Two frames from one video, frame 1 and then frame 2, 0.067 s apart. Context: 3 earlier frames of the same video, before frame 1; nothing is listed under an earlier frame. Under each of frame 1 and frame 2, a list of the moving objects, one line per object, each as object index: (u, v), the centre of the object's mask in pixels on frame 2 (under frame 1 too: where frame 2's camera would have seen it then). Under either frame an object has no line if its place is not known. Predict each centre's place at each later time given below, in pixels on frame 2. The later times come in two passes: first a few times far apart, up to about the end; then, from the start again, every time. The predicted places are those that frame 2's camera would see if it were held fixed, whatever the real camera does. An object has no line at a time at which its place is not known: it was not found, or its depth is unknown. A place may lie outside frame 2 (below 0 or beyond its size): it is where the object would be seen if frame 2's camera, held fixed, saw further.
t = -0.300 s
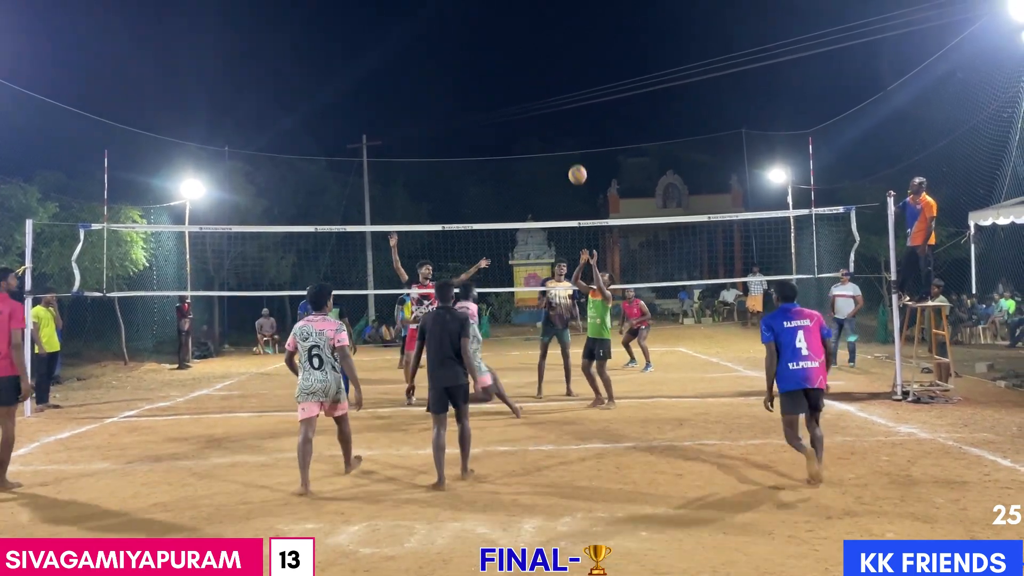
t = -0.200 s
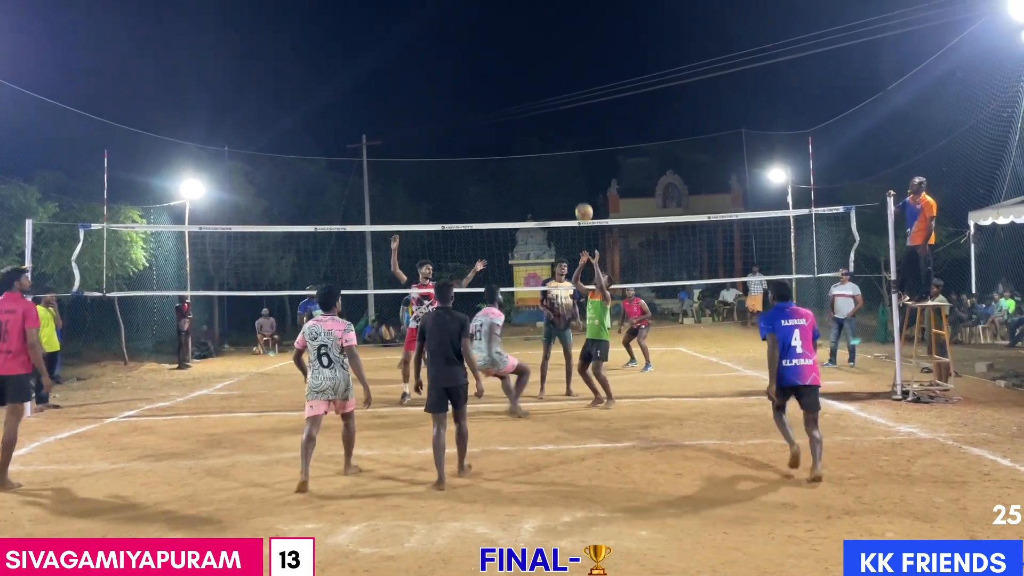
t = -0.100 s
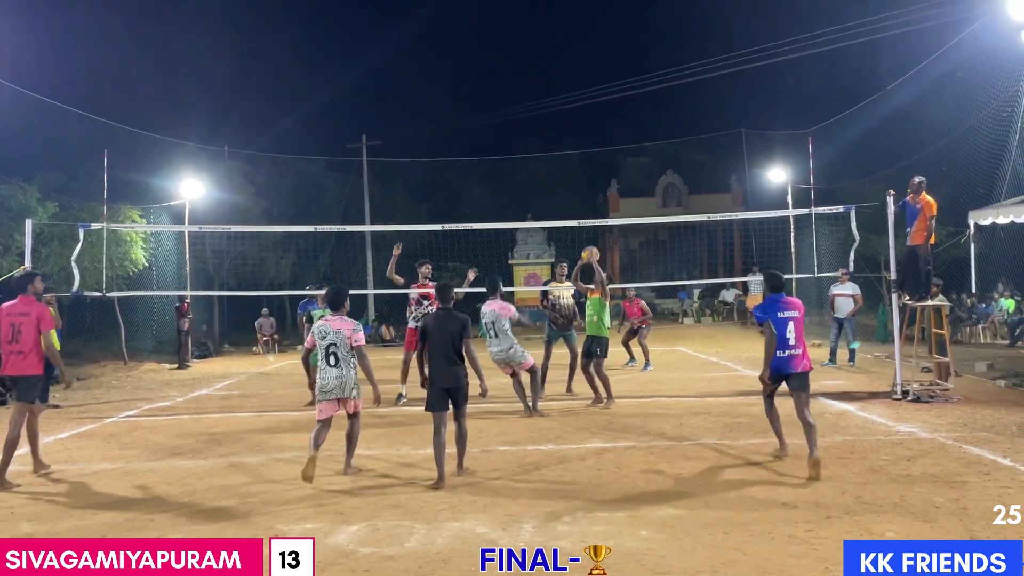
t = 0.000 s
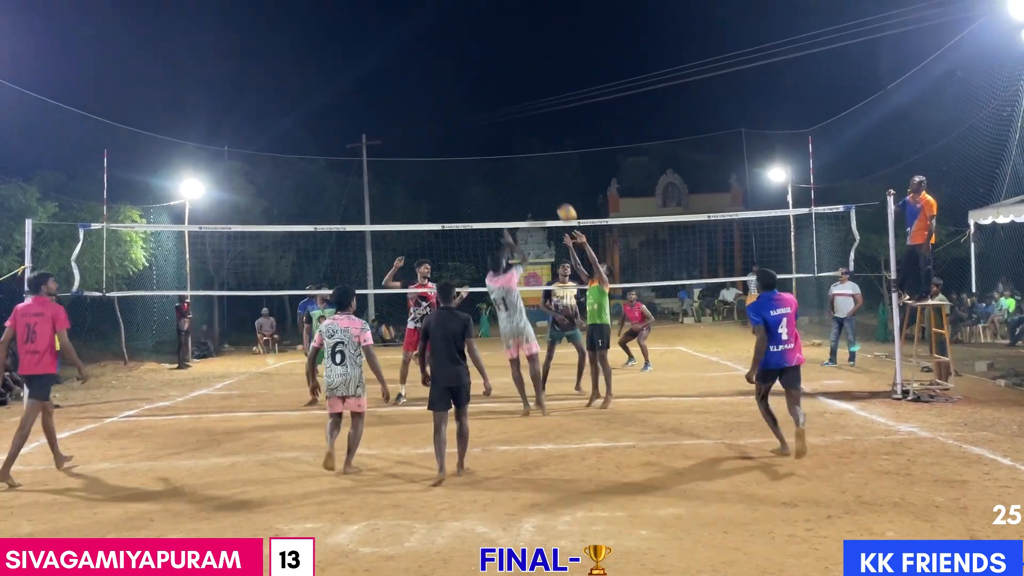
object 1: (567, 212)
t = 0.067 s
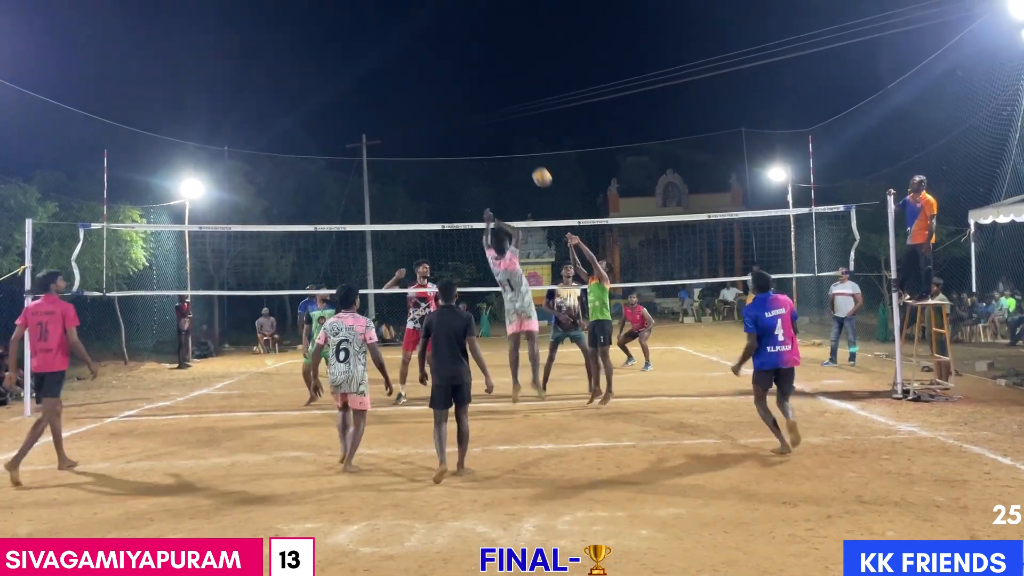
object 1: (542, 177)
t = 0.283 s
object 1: (461, 86)
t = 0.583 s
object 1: (353, 21)
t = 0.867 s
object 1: (256, 27)
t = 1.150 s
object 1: (166, 99)
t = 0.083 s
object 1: (536, 169)
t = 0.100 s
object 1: (529, 161)
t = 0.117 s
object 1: (523, 153)
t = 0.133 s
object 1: (517, 145)
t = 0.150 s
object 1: (511, 138)
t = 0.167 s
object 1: (505, 130)
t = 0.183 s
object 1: (498, 123)
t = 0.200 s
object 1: (492, 116)
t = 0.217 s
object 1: (486, 110)
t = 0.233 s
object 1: (479, 104)
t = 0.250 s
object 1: (473, 97)
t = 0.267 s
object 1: (467, 91)
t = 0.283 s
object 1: (461, 86)
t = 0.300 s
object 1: (455, 80)
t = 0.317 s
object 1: (448, 75)
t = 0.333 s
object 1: (442, 70)
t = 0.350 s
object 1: (436, 65)
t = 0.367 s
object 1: (430, 61)
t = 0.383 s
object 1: (424, 57)
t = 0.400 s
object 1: (418, 52)
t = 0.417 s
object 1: (412, 48)
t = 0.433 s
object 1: (406, 44)
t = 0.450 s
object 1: (400, 41)
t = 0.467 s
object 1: (394, 38)
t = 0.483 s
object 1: (388, 35)
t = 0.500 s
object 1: (382, 32)
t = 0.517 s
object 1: (376, 29)
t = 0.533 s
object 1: (370, 27)
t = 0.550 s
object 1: (364, 25)
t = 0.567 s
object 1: (358, 23)
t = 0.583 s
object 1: (353, 21)
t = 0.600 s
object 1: (347, 20)
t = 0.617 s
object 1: (341, 18)
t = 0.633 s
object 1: (335, 17)
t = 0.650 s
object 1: (329, 16)
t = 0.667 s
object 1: (324, 16)
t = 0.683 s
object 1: (318, 15)
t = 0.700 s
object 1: (312, 15)
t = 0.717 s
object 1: (306, 15)
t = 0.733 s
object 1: (301, 16)
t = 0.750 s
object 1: (295, 16)
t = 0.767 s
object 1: (290, 17)
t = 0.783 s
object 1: (284, 18)
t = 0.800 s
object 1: (278, 20)
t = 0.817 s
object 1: (273, 21)
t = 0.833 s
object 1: (268, 23)
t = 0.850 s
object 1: (262, 25)
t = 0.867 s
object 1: (256, 27)
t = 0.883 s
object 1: (251, 30)
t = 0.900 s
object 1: (245, 32)
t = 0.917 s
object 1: (240, 35)
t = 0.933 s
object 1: (234, 38)
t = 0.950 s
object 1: (229, 41)
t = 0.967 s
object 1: (224, 45)
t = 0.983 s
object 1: (218, 49)
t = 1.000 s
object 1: (213, 53)
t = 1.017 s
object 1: (208, 57)
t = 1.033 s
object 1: (203, 61)
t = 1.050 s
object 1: (197, 66)
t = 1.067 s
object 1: (192, 71)
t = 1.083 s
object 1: (187, 76)
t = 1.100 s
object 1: (181, 81)
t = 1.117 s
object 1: (176, 87)
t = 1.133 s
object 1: (171, 93)
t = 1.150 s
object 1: (166, 99)
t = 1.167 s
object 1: (161, 105)
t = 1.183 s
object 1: (155, 111)
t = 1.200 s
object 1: (151, 118)
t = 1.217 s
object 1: (146, 124)
